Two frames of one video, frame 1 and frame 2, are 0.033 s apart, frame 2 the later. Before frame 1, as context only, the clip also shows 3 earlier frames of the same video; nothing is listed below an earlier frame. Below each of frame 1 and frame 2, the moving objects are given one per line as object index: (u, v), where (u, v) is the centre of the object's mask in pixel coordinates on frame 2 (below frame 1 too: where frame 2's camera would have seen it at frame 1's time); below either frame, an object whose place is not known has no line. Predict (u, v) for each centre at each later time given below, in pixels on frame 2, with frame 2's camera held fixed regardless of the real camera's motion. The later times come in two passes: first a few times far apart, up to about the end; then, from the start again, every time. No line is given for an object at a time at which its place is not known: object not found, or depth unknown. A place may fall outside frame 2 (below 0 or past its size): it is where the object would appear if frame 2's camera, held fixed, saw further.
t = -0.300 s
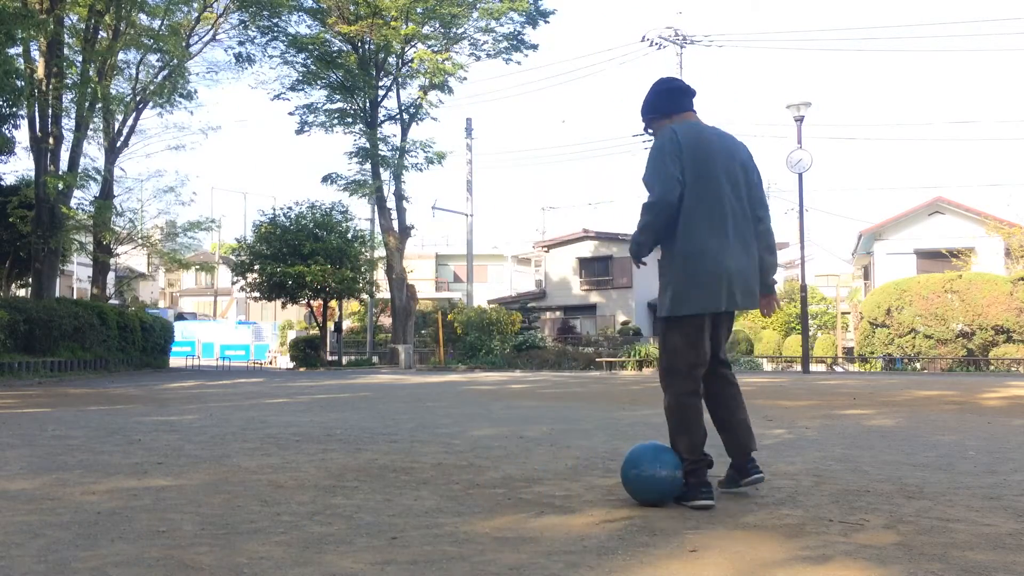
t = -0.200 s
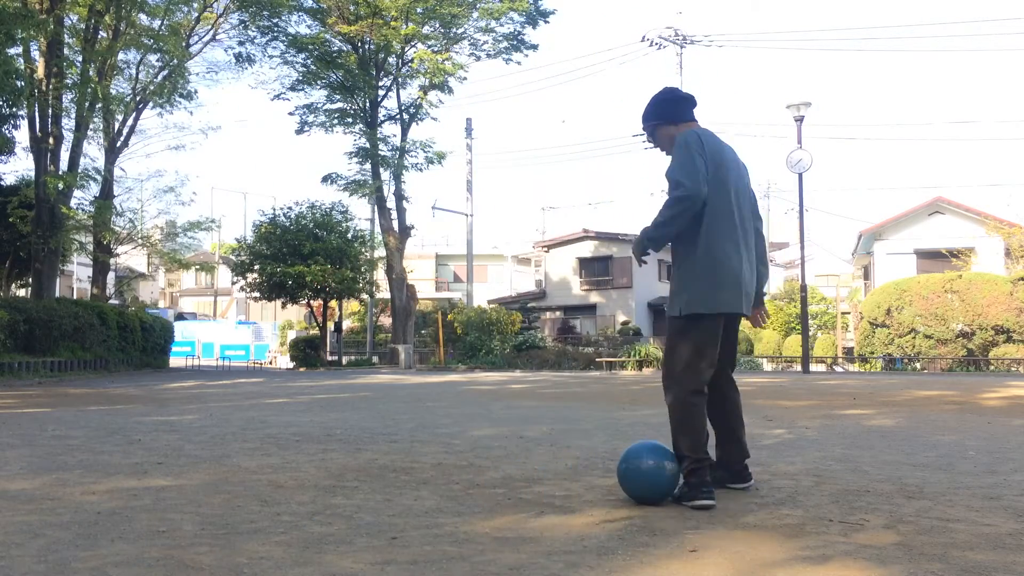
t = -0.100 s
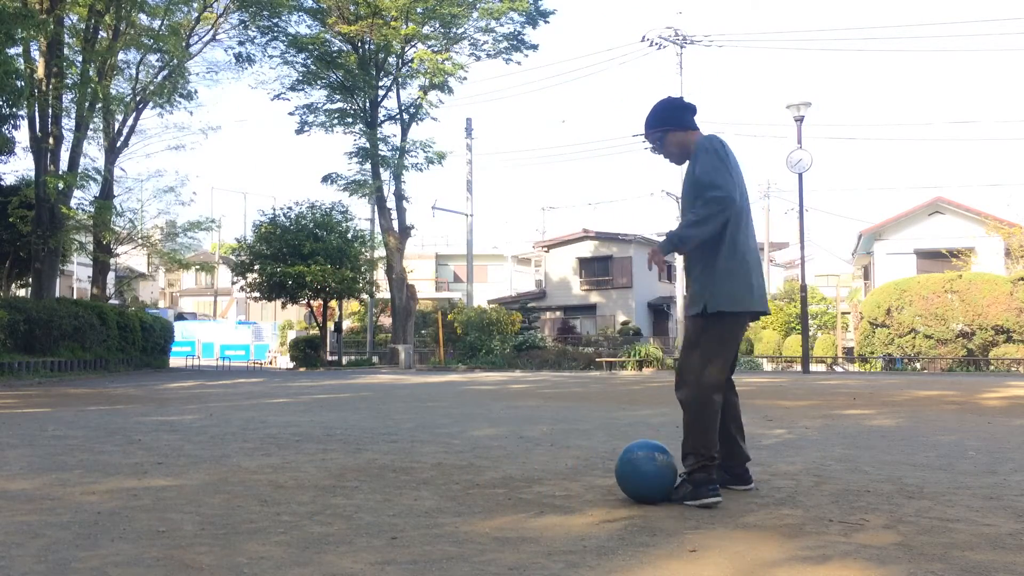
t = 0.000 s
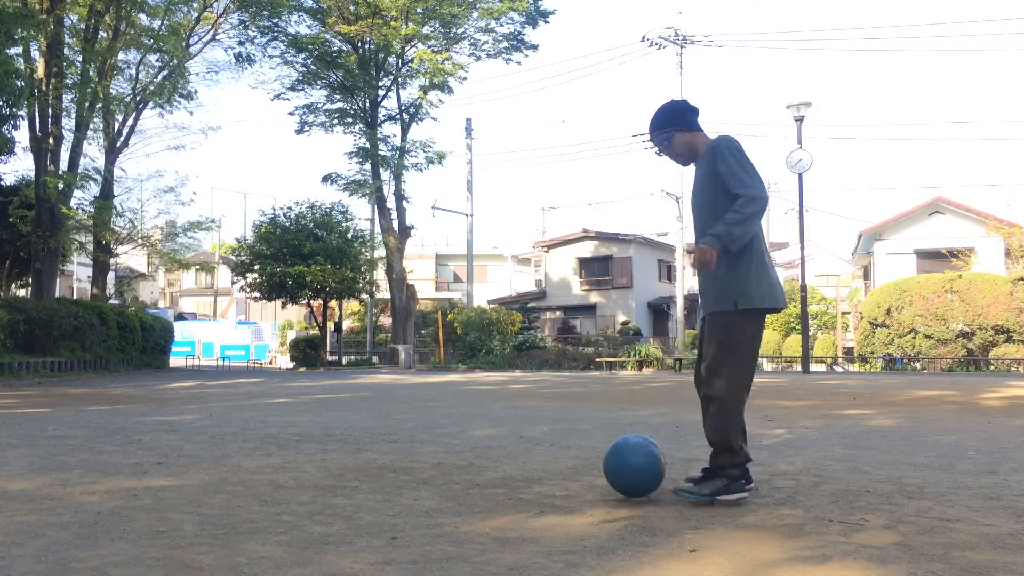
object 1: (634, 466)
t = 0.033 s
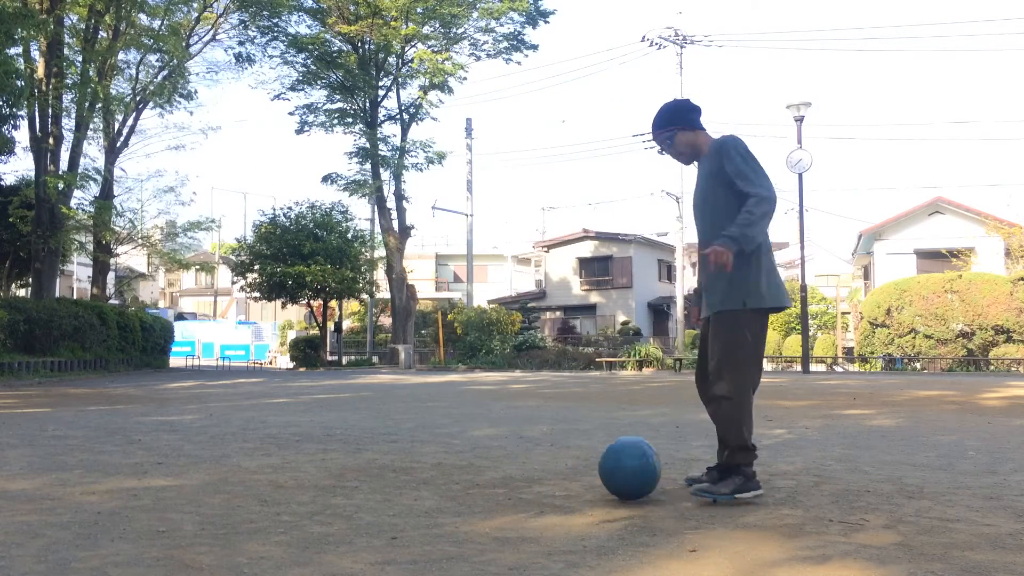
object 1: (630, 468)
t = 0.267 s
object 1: (608, 468)
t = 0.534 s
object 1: (582, 471)
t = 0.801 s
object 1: (561, 471)
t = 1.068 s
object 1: (549, 470)
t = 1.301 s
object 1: (545, 470)
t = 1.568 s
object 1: (546, 469)
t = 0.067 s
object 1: (626, 473)
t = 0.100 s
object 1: (623, 468)
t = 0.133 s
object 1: (620, 467)
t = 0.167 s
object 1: (617, 469)
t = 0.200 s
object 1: (615, 472)
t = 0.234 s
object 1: (611, 469)
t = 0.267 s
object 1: (608, 468)
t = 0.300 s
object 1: (604, 471)
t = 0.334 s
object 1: (601, 471)
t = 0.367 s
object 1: (597, 470)
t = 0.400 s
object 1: (594, 471)
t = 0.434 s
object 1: (591, 470)
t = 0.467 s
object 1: (588, 471)
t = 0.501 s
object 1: (585, 470)
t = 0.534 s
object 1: (582, 471)
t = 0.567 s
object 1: (580, 471)
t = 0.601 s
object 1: (577, 471)
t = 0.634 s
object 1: (574, 471)
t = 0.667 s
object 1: (571, 471)
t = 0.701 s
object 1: (569, 471)
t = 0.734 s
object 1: (566, 471)
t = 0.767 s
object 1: (563, 471)
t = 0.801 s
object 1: (561, 471)
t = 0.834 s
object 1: (559, 471)
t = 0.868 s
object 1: (557, 471)
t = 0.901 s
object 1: (555, 471)
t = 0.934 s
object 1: (553, 471)
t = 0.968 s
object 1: (552, 471)
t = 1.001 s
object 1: (551, 470)
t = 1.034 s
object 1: (550, 470)
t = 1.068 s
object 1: (549, 470)
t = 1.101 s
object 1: (548, 470)
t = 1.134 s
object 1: (548, 470)
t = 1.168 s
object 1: (547, 470)
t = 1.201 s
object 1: (547, 470)
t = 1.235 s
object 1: (546, 470)
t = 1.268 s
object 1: (546, 470)
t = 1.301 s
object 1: (545, 470)
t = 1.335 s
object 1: (545, 470)
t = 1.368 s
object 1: (546, 470)
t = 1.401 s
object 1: (546, 470)
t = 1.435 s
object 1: (546, 470)
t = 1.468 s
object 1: (546, 470)
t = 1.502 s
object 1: (546, 469)
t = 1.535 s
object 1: (546, 469)
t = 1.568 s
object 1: (546, 469)
